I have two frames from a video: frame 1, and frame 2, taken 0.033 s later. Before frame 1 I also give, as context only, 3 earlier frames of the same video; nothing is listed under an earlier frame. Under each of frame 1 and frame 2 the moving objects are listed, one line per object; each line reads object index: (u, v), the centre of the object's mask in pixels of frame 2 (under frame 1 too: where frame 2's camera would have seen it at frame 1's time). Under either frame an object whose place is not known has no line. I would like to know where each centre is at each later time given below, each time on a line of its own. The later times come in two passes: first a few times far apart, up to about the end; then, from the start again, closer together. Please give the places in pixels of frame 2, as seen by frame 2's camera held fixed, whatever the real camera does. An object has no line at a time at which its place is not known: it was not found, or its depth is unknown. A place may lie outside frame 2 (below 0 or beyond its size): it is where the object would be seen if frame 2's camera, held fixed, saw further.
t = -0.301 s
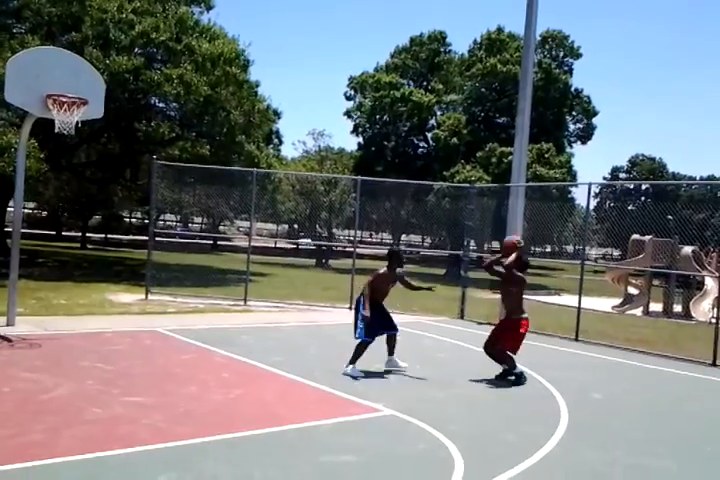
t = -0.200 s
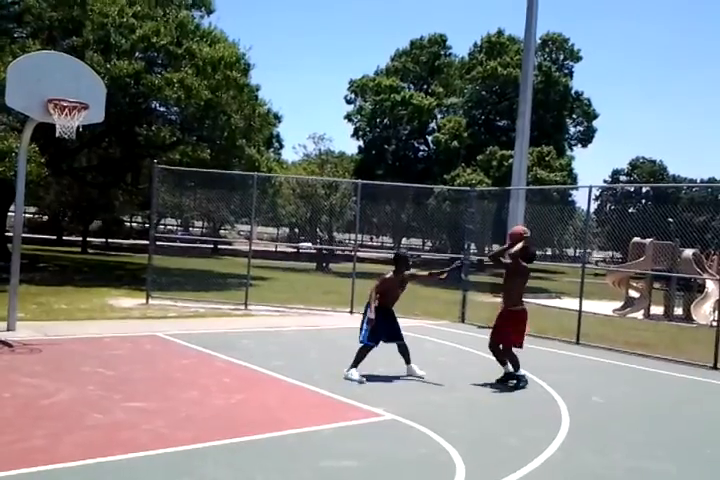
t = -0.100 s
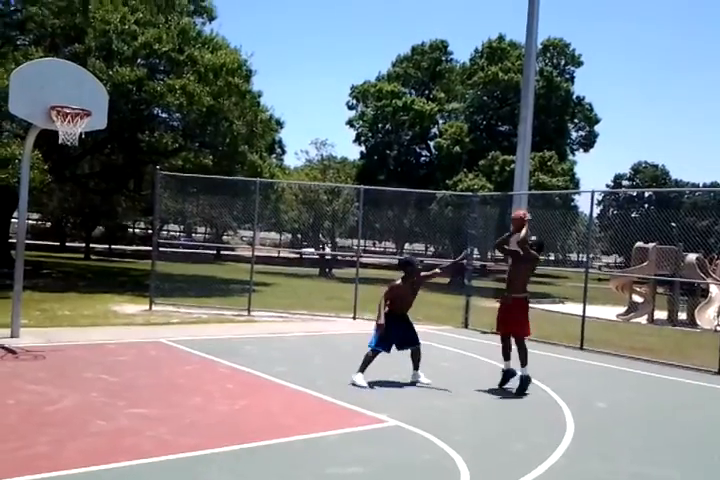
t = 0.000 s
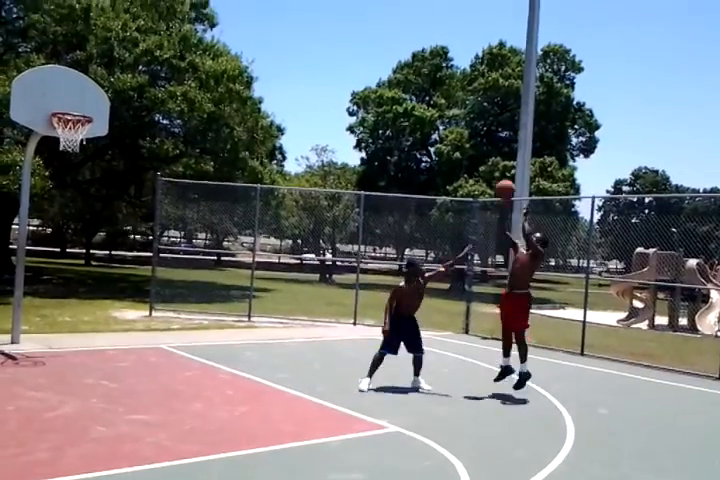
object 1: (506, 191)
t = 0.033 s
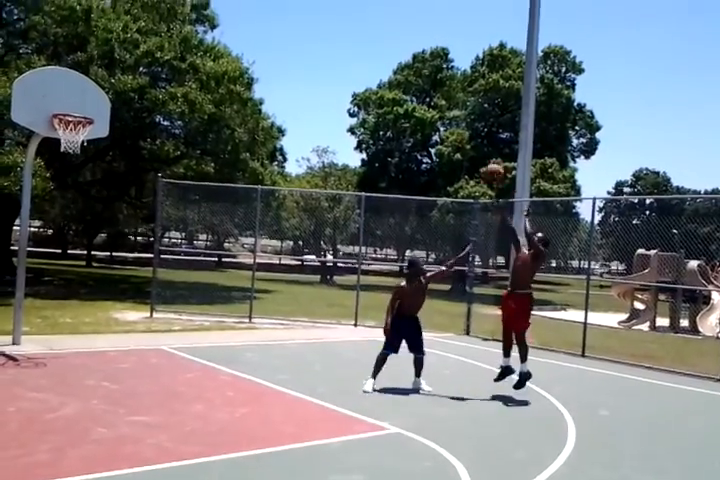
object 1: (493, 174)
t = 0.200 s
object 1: (431, 101)
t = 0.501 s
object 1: (315, 28)
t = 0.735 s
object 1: (226, 20)
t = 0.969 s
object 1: (137, 52)
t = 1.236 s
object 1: (89, 112)
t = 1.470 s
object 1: (100, 67)
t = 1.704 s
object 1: (108, 62)
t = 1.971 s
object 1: (114, 112)
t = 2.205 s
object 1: (115, 204)
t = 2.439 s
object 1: (111, 349)
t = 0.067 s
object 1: (481, 158)
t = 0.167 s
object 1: (443, 115)
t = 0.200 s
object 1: (431, 101)
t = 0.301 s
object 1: (393, 70)
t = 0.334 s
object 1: (379, 61)
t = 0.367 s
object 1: (366, 53)
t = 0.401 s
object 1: (352, 46)
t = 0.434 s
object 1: (340, 39)
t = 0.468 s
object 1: (329, 32)
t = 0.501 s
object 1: (315, 28)
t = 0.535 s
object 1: (301, 25)
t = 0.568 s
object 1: (288, 22)
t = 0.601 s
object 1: (277, 19)
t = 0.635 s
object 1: (265, 18)
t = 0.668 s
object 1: (252, 17)
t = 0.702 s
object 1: (239, 18)
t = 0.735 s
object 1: (226, 20)
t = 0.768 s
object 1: (214, 22)
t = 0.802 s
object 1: (202, 25)
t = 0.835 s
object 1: (189, 30)
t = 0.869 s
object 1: (175, 33)
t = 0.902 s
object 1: (163, 39)
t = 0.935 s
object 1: (151, 47)
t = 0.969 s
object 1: (137, 52)
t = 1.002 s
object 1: (125, 63)
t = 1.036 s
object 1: (112, 70)
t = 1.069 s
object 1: (98, 81)
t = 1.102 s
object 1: (85, 94)
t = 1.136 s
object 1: (72, 106)
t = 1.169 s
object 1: (62, 114)
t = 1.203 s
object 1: (79, 113)
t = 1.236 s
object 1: (89, 112)
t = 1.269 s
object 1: (90, 104)
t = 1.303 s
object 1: (92, 96)
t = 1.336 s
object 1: (94, 87)
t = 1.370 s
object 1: (97, 81)
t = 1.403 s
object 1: (97, 75)
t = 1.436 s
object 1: (99, 72)
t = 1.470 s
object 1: (100, 67)
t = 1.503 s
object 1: (101, 62)
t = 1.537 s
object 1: (102, 61)
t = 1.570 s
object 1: (104, 59)
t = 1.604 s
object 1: (104, 59)
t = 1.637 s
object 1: (105, 60)
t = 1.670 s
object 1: (107, 61)
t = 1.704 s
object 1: (108, 62)
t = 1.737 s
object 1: (109, 65)
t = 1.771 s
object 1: (110, 68)
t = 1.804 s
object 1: (111, 73)
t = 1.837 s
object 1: (112, 78)
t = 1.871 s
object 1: (114, 86)
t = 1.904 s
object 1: (113, 93)
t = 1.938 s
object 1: (113, 102)
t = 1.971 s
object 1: (114, 112)
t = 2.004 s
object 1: (115, 122)
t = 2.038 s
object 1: (115, 133)
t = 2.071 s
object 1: (116, 145)
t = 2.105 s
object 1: (115, 159)
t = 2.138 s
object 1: (116, 173)
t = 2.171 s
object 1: (115, 189)
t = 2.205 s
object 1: (115, 204)
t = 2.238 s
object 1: (115, 222)
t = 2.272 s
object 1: (115, 239)
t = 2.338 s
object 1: (113, 281)
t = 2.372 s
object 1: (113, 301)
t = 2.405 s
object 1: (112, 324)
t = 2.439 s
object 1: (111, 349)
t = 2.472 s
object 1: (112, 368)
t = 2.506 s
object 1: (118, 348)
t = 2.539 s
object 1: (124, 333)
